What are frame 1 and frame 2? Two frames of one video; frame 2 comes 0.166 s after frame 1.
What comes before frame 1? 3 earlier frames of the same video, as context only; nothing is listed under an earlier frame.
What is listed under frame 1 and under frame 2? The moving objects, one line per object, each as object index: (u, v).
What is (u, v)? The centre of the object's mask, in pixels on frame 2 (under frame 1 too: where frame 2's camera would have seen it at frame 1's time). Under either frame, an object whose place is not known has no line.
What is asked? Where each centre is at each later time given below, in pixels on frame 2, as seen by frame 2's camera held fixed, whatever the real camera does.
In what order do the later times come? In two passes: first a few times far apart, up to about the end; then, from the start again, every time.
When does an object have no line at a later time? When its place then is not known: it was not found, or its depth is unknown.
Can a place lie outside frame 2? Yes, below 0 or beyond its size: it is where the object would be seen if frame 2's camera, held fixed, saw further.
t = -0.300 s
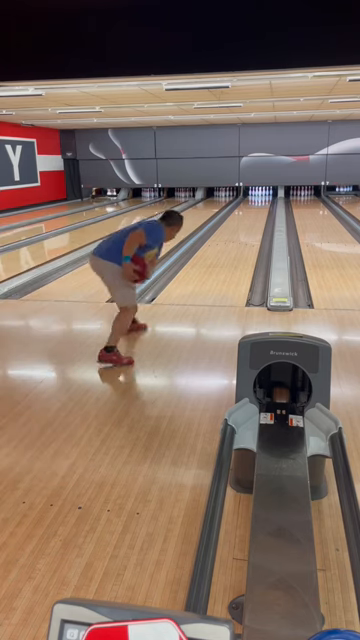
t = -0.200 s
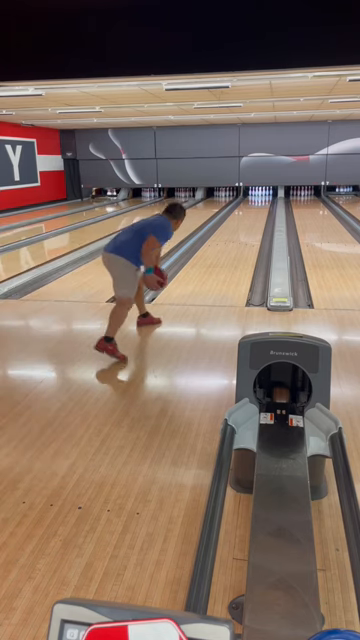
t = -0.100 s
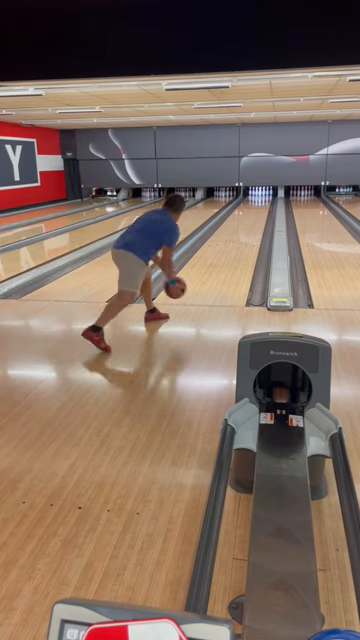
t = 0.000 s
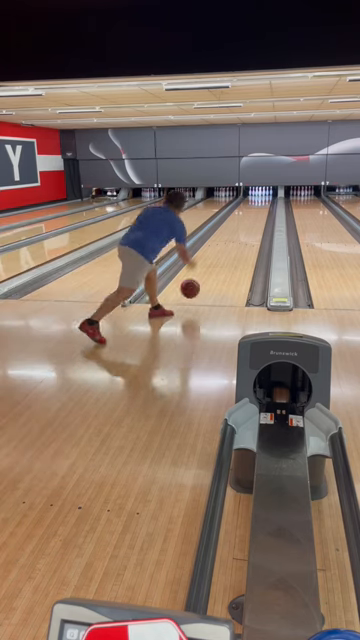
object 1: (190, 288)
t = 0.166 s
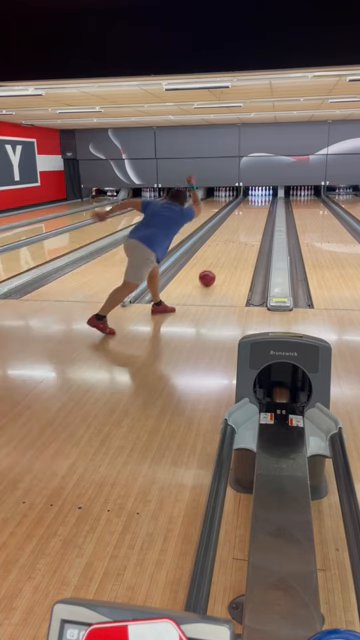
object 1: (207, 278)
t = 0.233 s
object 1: (212, 271)
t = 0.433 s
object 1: (225, 255)
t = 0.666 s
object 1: (236, 240)
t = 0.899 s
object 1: (243, 230)
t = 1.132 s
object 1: (249, 222)
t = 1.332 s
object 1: (253, 217)
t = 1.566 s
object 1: (257, 211)
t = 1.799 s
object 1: (260, 207)
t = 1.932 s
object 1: (262, 204)
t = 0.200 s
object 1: (209, 275)
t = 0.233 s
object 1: (212, 271)
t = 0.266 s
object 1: (214, 268)
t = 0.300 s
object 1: (217, 265)
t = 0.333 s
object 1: (219, 262)
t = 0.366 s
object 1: (221, 260)
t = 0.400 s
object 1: (223, 257)
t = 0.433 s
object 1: (225, 255)
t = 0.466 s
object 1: (227, 253)
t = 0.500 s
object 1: (228, 250)
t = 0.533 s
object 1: (230, 248)
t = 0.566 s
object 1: (231, 246)
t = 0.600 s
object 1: (233, 244)
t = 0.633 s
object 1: (234, 242)
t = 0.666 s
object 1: (236, 240)
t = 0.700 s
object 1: (237, 239)
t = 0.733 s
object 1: (238, 237)
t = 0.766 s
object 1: (239, 236)
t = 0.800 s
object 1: (240, 234)
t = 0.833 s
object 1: (241, 233)
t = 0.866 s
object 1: (242, 232)
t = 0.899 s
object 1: (243, 230)
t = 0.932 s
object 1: (244, 229)
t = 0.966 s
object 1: (245, 228)
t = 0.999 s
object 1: (246, 227)
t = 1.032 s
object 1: (247, 226)
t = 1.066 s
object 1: (248, 224)
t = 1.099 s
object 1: (248, 223)
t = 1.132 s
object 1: (249, 222)
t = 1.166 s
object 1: (250, 221)
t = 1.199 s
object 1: (251, 220)
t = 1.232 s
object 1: (251, 219)
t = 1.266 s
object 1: (252, 218)
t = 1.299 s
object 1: (252, 218)
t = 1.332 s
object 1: (253, 217)
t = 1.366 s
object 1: (253, 216)
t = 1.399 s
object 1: (254, 215)
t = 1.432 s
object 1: (255, 214)
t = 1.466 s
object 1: (256, 213)
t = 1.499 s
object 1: (256, 212)
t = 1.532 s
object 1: (257, 212)
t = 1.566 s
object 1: (257, 211)
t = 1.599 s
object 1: (258, 210)
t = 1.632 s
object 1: (258, 210)
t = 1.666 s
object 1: (258, 210)
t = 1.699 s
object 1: (259, 209)
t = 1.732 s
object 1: (259, 209)
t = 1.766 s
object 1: (260, 207)
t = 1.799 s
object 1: (260, 207)
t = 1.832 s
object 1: (260, 206)
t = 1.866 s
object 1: (261, 205)
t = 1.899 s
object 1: (261, 205)
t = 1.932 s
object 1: (262, 204)
